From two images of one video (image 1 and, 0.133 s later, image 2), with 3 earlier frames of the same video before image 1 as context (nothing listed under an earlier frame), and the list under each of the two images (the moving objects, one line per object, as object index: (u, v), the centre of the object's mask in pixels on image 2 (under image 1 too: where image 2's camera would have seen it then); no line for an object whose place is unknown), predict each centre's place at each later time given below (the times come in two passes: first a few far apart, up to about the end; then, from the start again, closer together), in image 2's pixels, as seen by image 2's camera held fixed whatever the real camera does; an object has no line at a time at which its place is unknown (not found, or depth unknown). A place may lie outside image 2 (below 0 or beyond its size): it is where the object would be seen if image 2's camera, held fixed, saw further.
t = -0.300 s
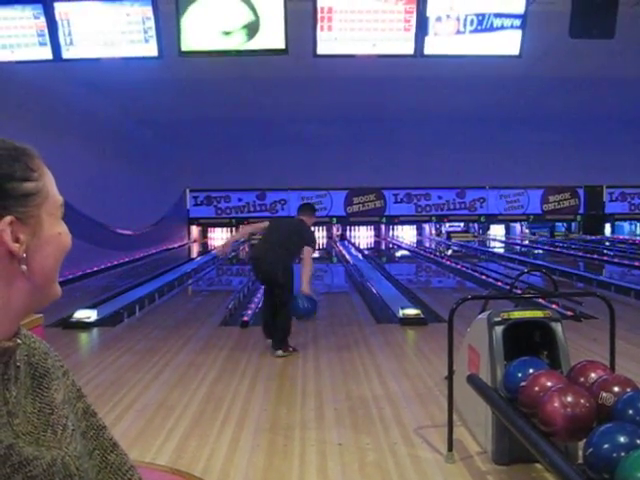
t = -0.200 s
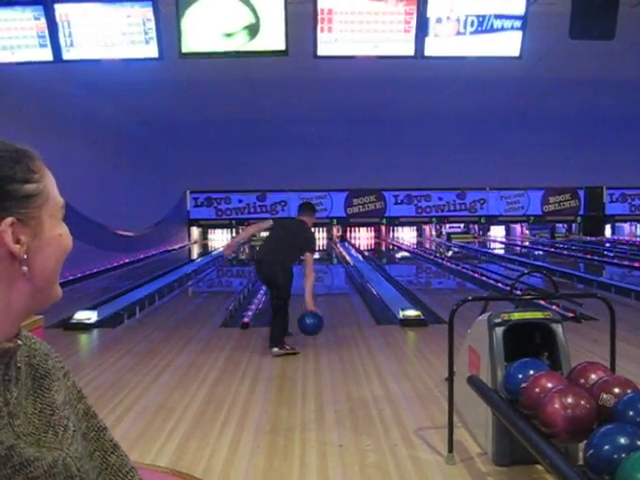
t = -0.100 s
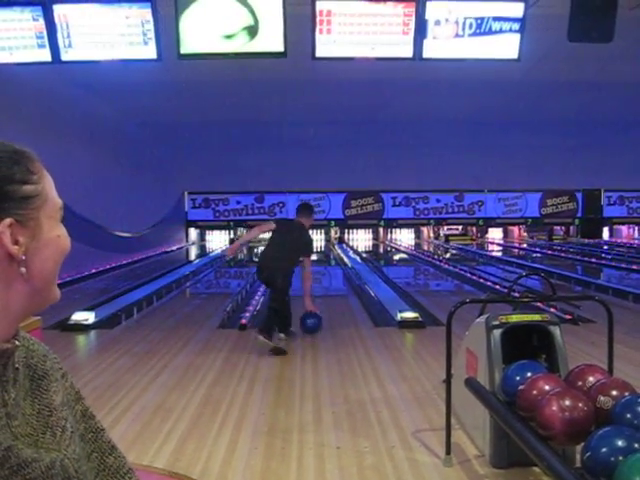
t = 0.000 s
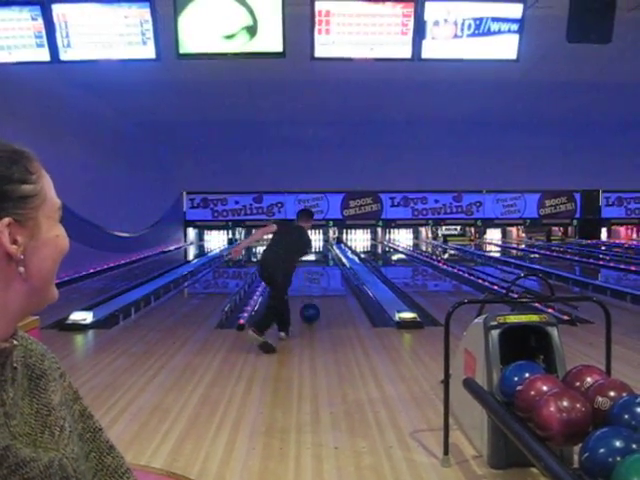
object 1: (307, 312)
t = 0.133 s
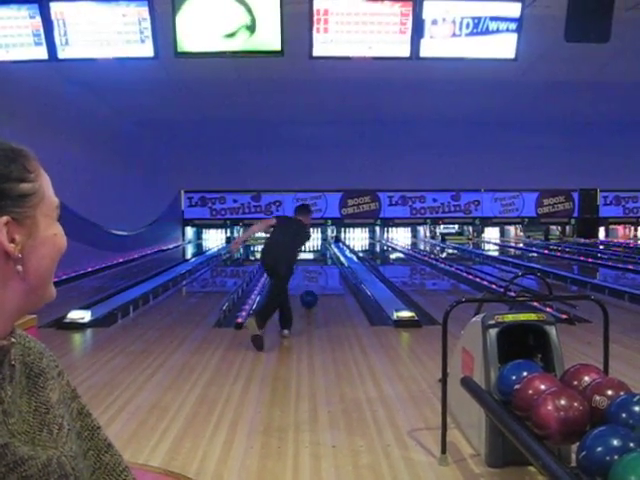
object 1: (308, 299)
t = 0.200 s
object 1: (309, 295)
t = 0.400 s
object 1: (309, 282)
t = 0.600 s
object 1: (310, 275)
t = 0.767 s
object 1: (310, 266)
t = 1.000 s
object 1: (311, 260)
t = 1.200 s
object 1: (312, 256)
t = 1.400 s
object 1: (312, 251)
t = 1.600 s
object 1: (312, 249)
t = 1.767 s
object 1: (312, 247)
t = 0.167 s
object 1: (309, 297)
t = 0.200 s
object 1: (309, 295)
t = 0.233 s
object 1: (309, 292)
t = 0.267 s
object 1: (309, 290)
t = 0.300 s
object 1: (309, 288)
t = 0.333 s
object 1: (309, 285)
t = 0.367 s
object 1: (309, 284)
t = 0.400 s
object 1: (309, 282)
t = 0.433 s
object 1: (309, 280)
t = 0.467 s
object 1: (310, 278)
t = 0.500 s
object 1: (310, 277)
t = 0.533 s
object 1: (310, 275)
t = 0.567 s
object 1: (310, 275)
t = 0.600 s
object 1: (310, 275)
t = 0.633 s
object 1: (310, 272)
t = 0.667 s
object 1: (310, 270)
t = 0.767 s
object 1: (310, 266)
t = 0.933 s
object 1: (311, 261)
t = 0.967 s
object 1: (311, 261)
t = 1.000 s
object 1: (311, 260)
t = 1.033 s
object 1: (311, 260)
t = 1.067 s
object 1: (312, 259)
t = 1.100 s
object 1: (312, 258)
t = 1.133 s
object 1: (312, 257)
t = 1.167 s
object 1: (311, 257)
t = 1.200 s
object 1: (312, 256)
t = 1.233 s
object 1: (311, 255)
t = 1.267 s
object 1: (312, 253)
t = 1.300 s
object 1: (312, 253)
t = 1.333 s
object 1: (312, 252)
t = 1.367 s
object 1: (312, 251)
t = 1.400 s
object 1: (312, 251)
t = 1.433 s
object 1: (312, 251)
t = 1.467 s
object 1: (312, 250)
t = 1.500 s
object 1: (312, 250)
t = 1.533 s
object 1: (312, 249)
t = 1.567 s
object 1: (312, 249)
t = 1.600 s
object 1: (312, 249)
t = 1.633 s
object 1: (312, 249)
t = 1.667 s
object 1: (312, 248)
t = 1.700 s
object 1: (312, 248)
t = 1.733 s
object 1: (312, 248)
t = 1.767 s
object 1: (312, 247)
